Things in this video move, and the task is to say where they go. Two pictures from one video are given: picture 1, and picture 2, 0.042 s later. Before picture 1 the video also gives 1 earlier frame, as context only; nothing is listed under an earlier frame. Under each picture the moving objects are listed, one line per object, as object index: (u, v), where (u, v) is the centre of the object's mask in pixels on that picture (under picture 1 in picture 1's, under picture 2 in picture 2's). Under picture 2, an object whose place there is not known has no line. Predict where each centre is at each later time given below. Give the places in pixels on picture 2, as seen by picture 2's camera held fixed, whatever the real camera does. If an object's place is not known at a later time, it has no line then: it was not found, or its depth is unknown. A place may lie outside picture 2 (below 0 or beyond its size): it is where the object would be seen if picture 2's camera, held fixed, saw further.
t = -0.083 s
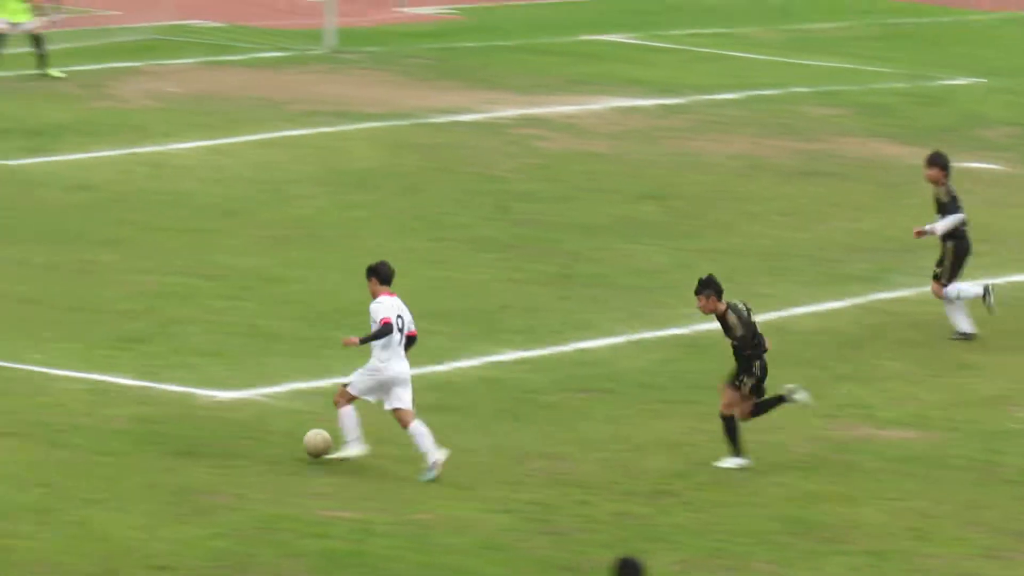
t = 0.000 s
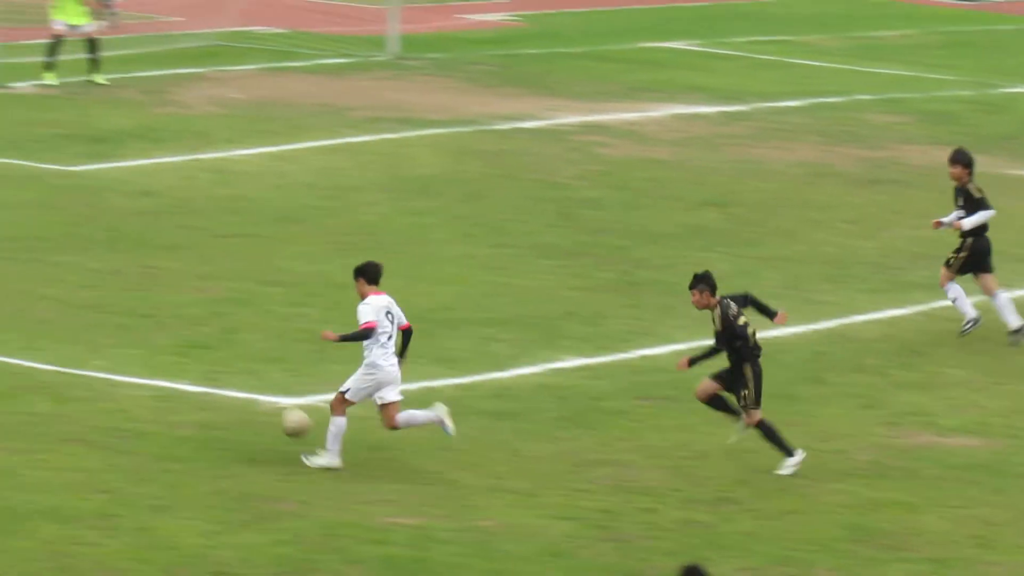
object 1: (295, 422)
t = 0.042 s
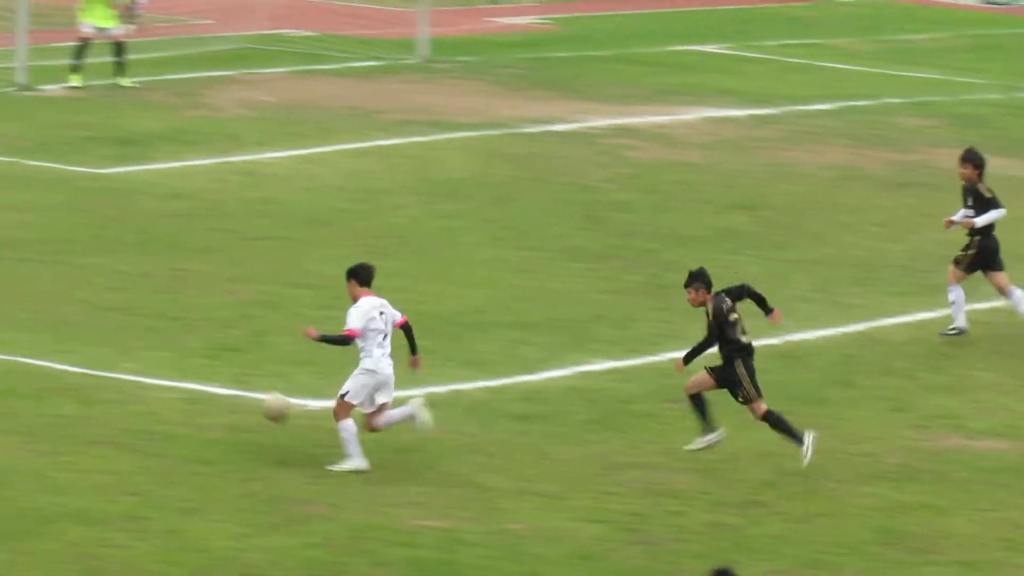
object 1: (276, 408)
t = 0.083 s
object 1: (227, 391)
